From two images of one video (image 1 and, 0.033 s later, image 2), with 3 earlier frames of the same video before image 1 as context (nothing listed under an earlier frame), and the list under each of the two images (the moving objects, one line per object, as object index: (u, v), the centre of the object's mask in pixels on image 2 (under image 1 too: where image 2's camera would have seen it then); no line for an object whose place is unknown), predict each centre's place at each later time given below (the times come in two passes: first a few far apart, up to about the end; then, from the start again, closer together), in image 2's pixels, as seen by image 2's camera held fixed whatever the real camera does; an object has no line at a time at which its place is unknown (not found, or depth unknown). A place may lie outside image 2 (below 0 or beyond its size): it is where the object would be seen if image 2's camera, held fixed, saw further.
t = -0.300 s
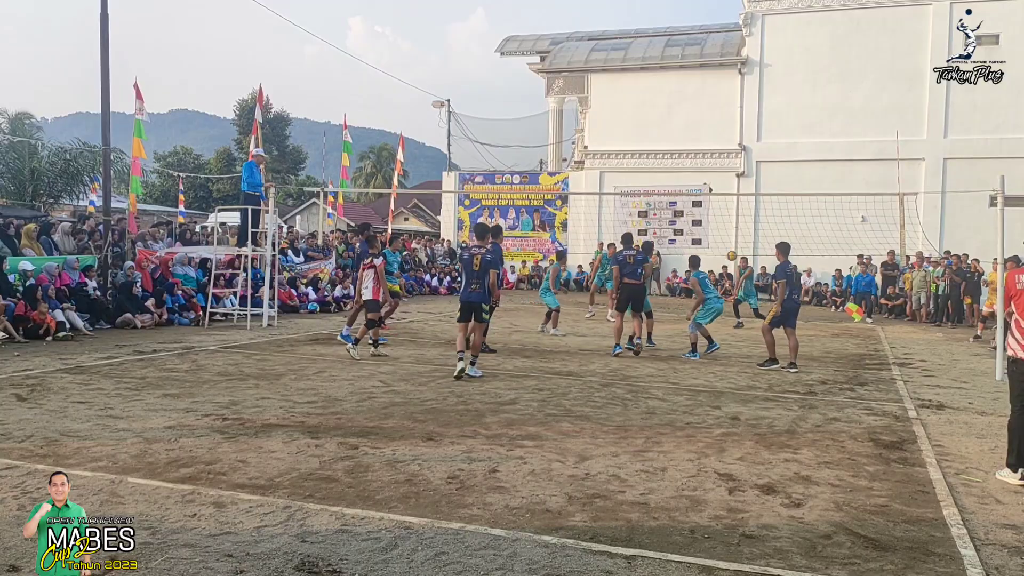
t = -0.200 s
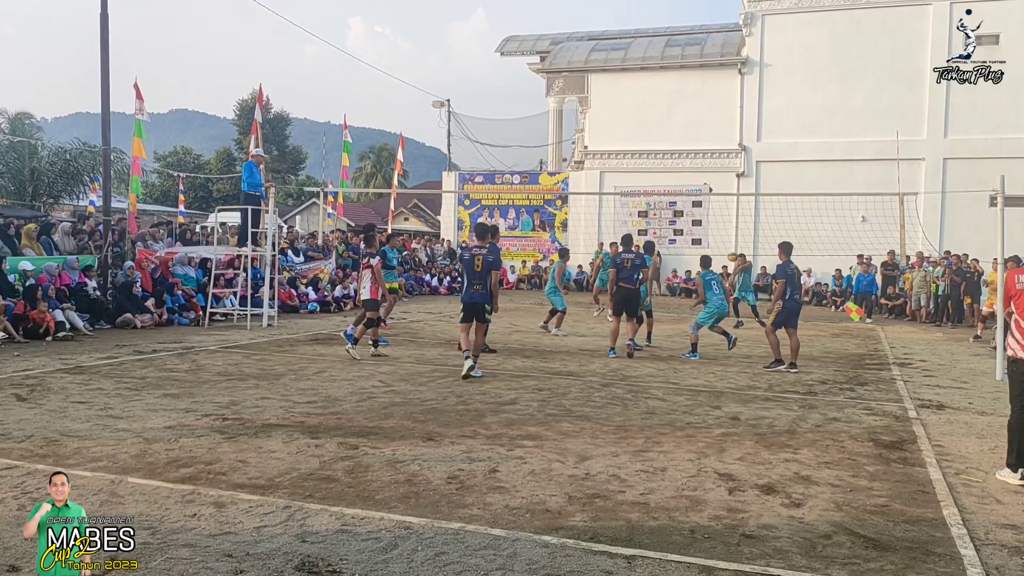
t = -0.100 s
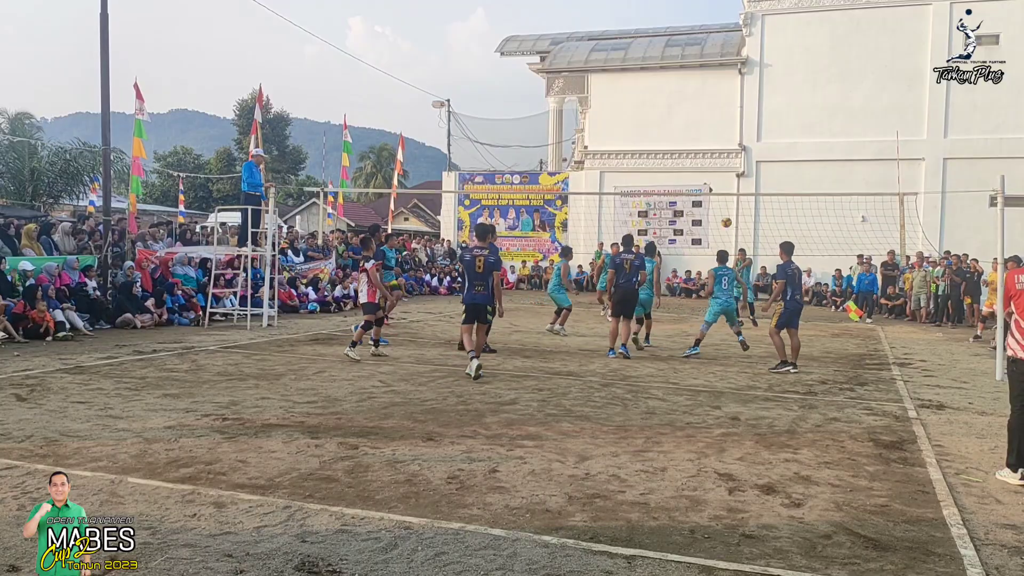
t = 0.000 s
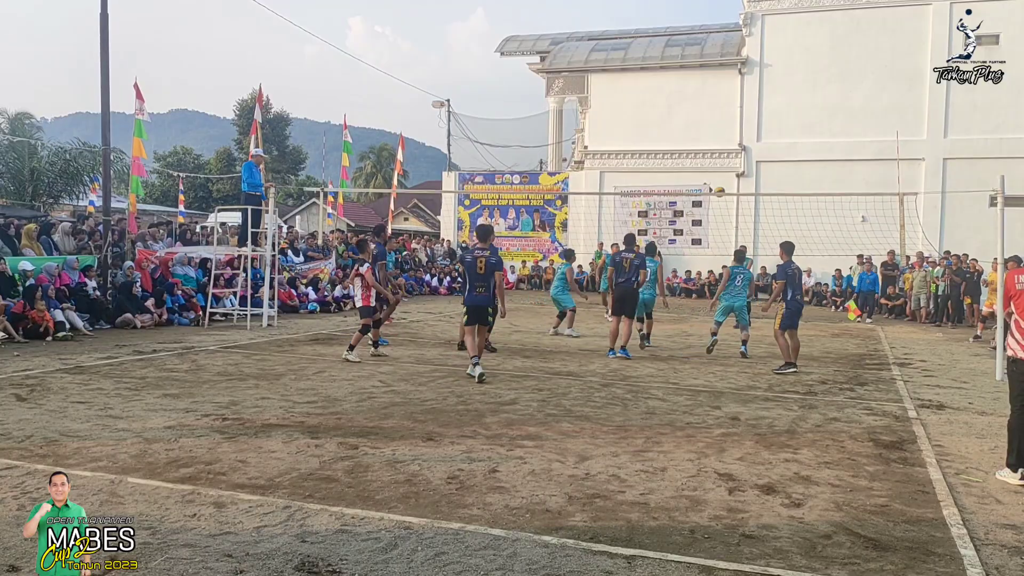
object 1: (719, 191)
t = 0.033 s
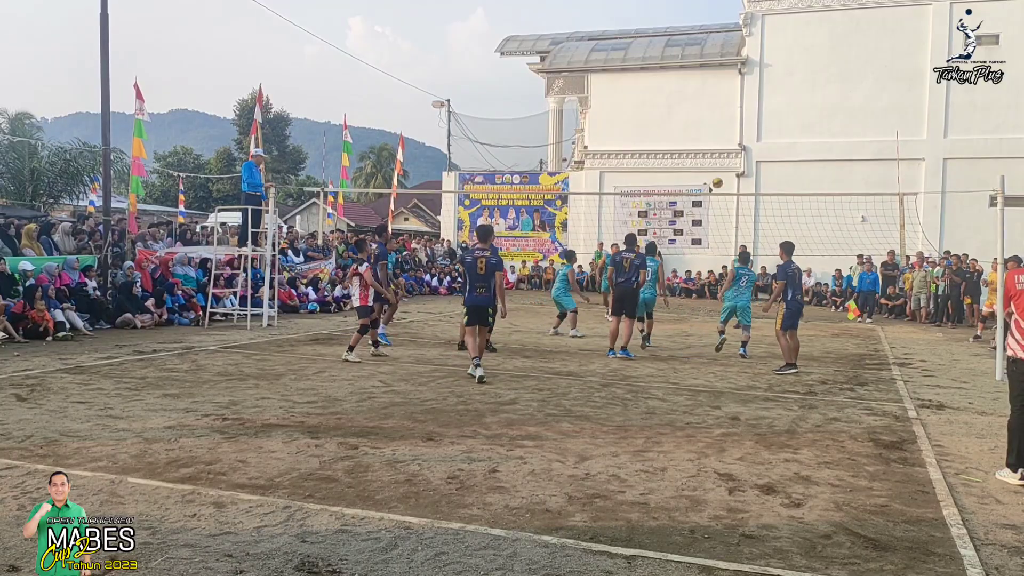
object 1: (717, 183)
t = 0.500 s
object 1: (683, 108)
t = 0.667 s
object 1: (670, 108)
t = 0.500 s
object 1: (683, 108)
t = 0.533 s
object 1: (681, 107)
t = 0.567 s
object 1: (678, 106)
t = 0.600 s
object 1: (675, 106)
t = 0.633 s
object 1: (672, 107)
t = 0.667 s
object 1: (670, 108)
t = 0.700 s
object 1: (667, 110)
